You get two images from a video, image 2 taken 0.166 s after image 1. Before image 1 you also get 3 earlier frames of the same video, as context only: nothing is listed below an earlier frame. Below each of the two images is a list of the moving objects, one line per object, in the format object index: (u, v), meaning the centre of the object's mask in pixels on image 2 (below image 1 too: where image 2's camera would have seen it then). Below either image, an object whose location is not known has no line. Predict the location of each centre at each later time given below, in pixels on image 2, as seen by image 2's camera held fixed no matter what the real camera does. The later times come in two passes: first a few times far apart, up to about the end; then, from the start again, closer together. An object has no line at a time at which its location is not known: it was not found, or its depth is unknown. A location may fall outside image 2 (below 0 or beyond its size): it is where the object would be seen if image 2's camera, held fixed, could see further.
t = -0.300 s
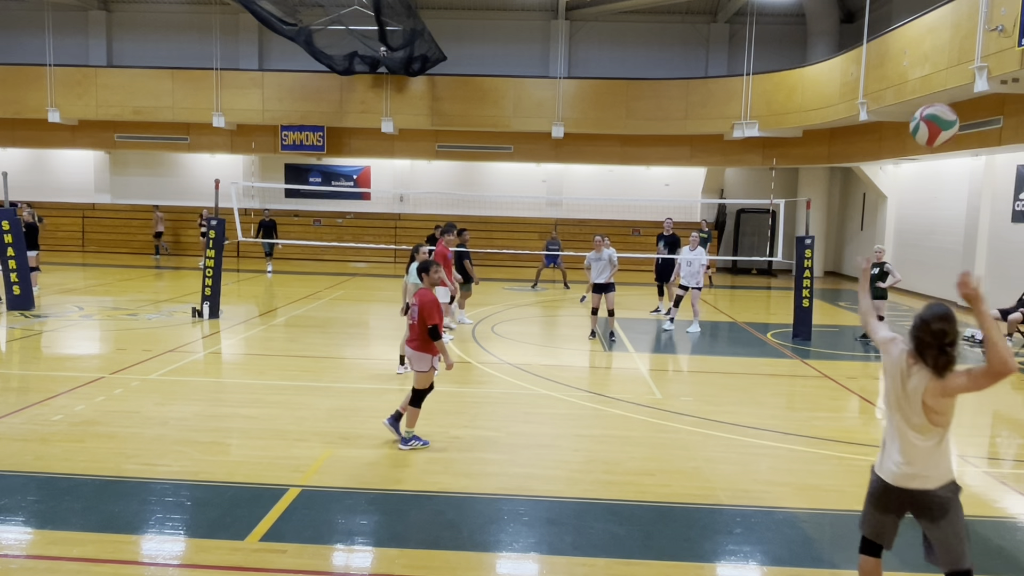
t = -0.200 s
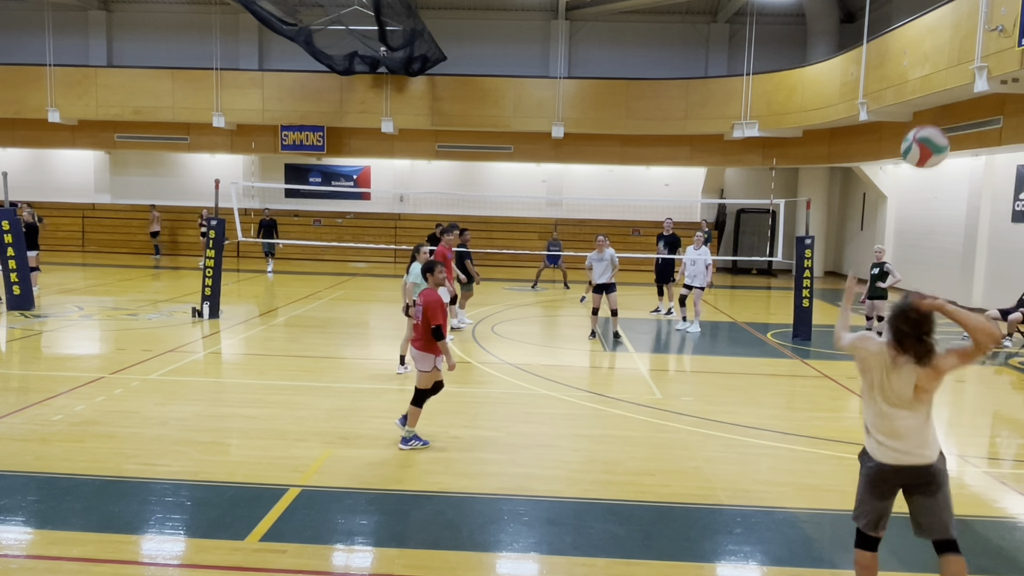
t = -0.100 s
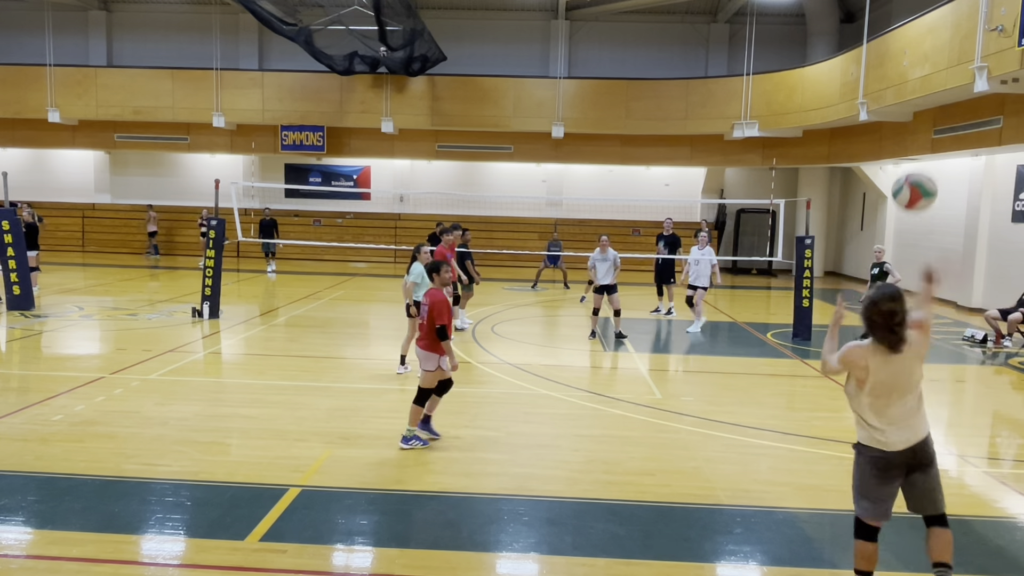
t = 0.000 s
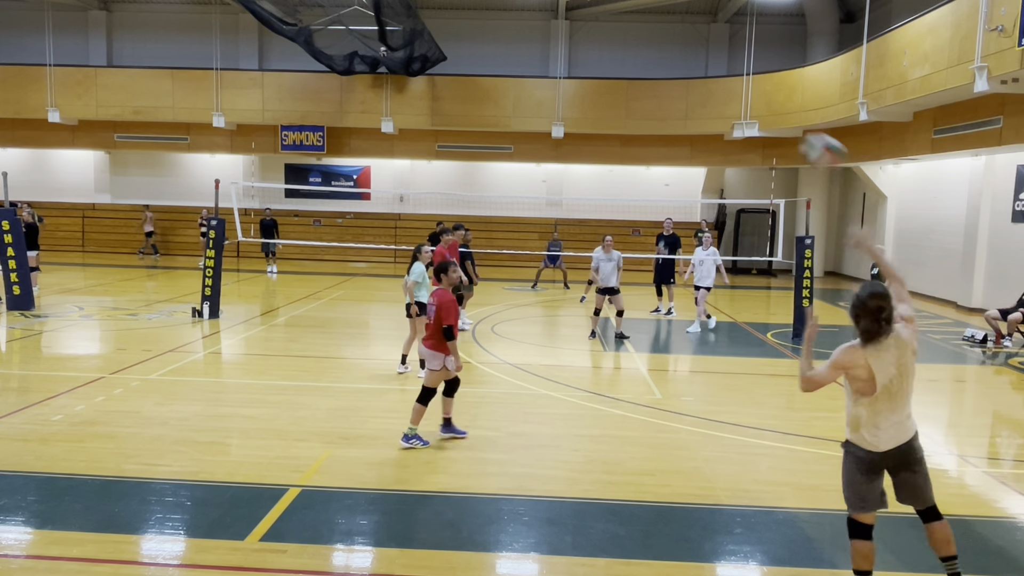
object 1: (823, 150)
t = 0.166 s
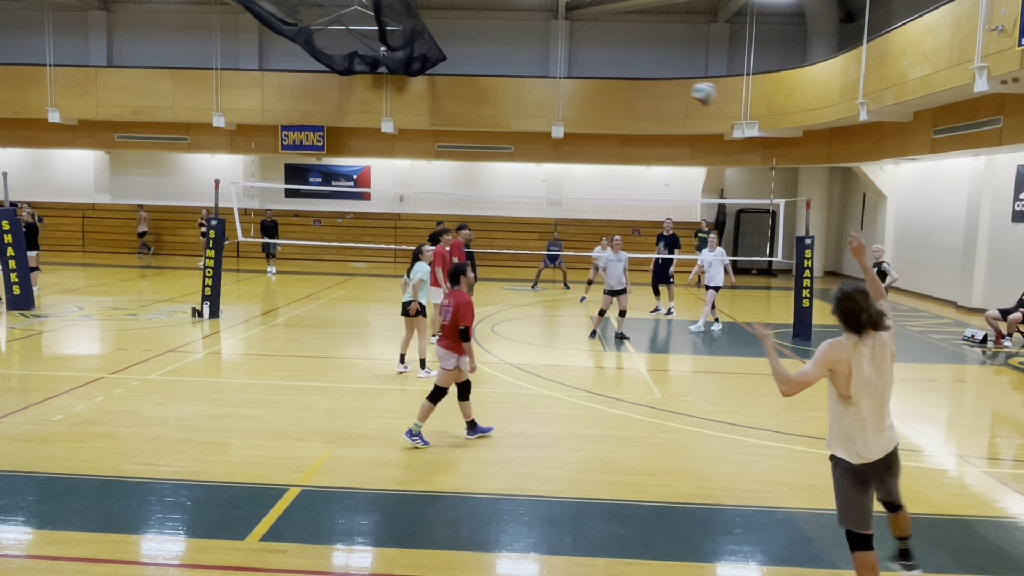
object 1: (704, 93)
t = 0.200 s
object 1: (690, 89)
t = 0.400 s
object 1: (626, 95)
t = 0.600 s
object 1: (588, 121)
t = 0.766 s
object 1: (567, 147)
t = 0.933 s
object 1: (551, 177)
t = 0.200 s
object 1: (690, 89)
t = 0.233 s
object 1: (677, 87)
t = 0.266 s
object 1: (665, 87)
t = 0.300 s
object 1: (654, 88)
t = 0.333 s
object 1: (644, 90)
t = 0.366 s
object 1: (634, 93)
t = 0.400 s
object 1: (626, 95)
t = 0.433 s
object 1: (618, 99)
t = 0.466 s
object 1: (612, 103)
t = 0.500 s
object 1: (605, 107)
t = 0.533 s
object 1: (599, 111)
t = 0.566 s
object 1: (593, 116)
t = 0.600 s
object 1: (588, 121)
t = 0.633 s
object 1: (583, 126)
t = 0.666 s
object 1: (578, 131)
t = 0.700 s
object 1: (574, 136)
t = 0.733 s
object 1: (570, 142)
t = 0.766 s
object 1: (567, 147)
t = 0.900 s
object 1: (554, 171)
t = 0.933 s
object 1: (551, 177)
